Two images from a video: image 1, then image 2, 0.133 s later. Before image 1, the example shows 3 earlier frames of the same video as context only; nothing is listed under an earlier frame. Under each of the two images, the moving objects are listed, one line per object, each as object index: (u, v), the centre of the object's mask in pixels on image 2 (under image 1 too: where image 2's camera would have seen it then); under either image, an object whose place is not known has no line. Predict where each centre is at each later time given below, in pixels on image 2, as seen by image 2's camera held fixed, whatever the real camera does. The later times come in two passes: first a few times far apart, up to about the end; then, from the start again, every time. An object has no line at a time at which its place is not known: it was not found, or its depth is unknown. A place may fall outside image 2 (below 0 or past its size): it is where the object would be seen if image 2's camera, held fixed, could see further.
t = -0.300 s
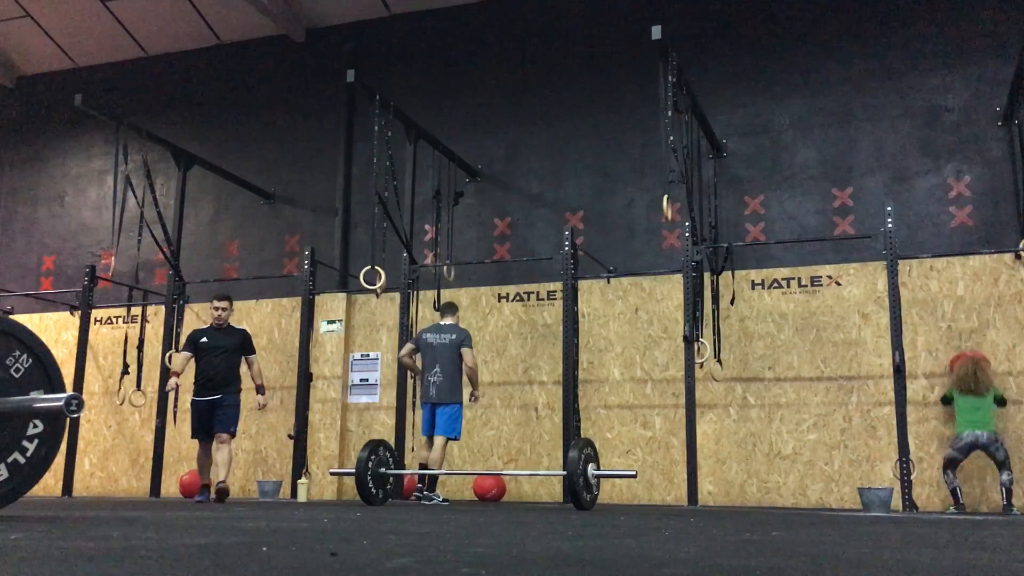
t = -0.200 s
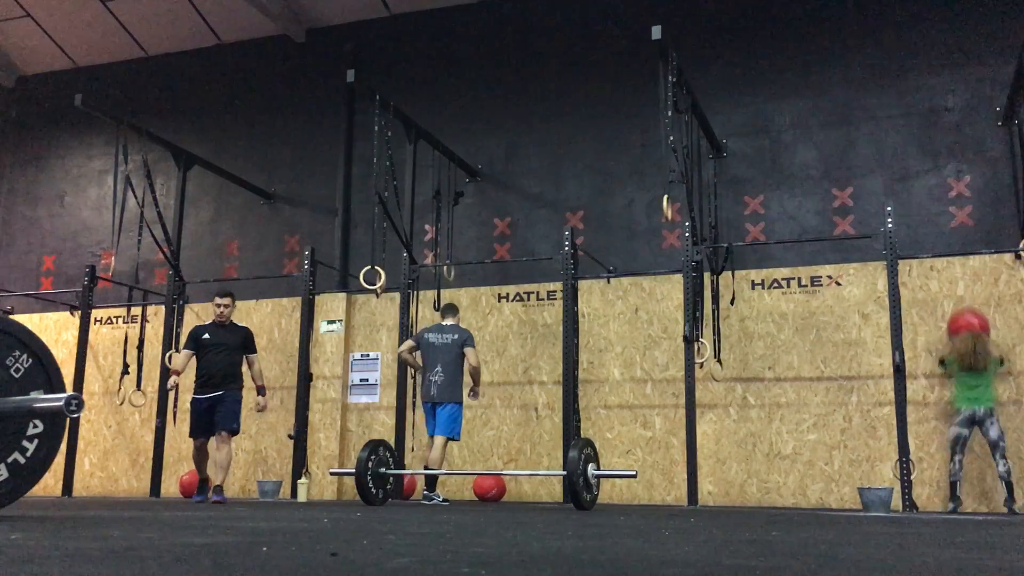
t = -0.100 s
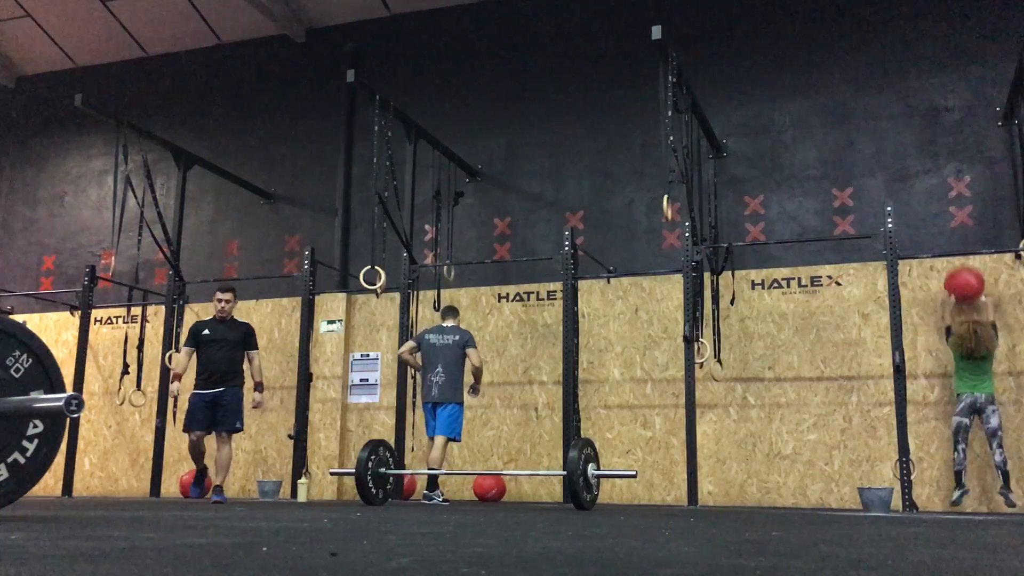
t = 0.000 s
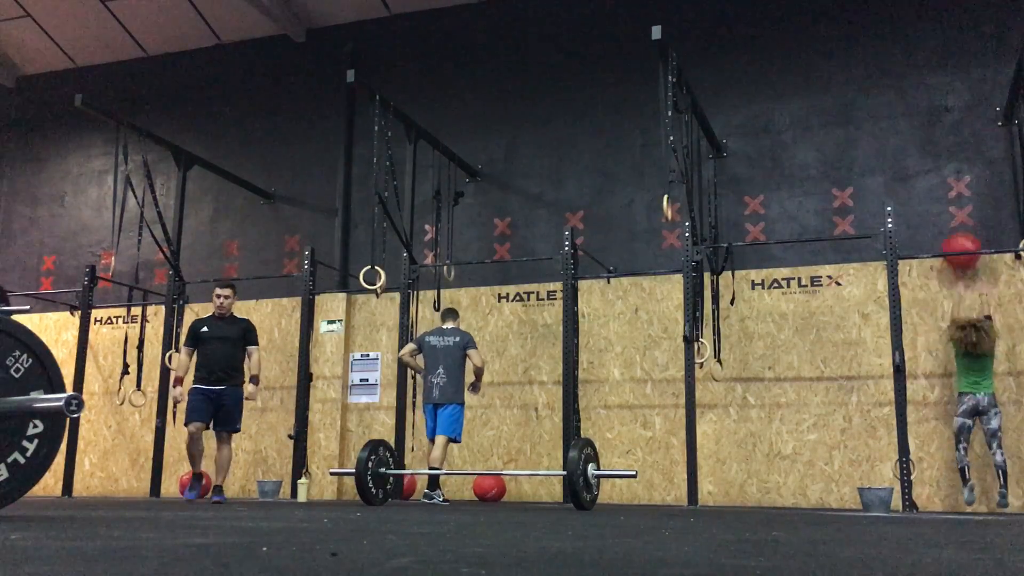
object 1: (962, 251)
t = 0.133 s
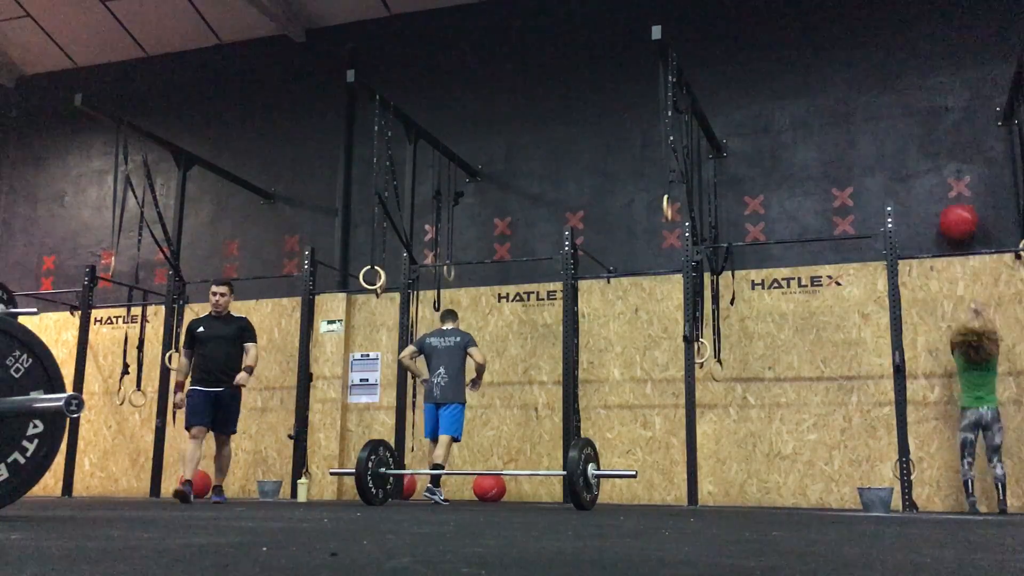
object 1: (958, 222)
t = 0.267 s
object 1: (957, 211)
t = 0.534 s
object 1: (960, 233)
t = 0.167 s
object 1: (958, 218)
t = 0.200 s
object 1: (957, 214)
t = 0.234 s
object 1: (957, 212)
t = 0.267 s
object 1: (957, 211)
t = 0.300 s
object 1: (957, 210)
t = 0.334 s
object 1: (957, 209)
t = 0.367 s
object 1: (957, 210)
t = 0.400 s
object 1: (958, 214)
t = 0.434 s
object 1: (959, 216)
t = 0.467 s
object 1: (959, 221)
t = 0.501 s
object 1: (959, 226)
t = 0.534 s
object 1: (960, 233)
